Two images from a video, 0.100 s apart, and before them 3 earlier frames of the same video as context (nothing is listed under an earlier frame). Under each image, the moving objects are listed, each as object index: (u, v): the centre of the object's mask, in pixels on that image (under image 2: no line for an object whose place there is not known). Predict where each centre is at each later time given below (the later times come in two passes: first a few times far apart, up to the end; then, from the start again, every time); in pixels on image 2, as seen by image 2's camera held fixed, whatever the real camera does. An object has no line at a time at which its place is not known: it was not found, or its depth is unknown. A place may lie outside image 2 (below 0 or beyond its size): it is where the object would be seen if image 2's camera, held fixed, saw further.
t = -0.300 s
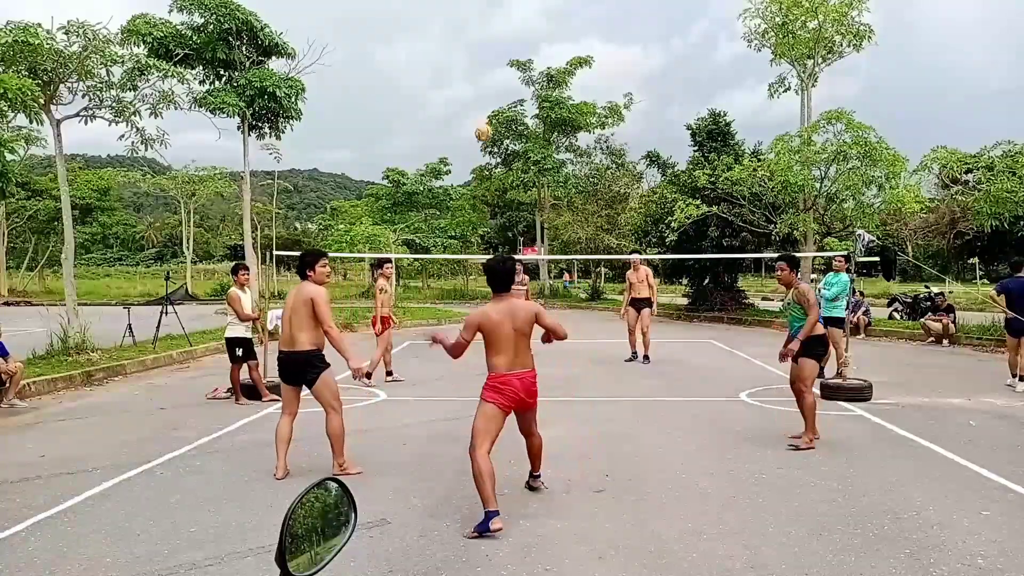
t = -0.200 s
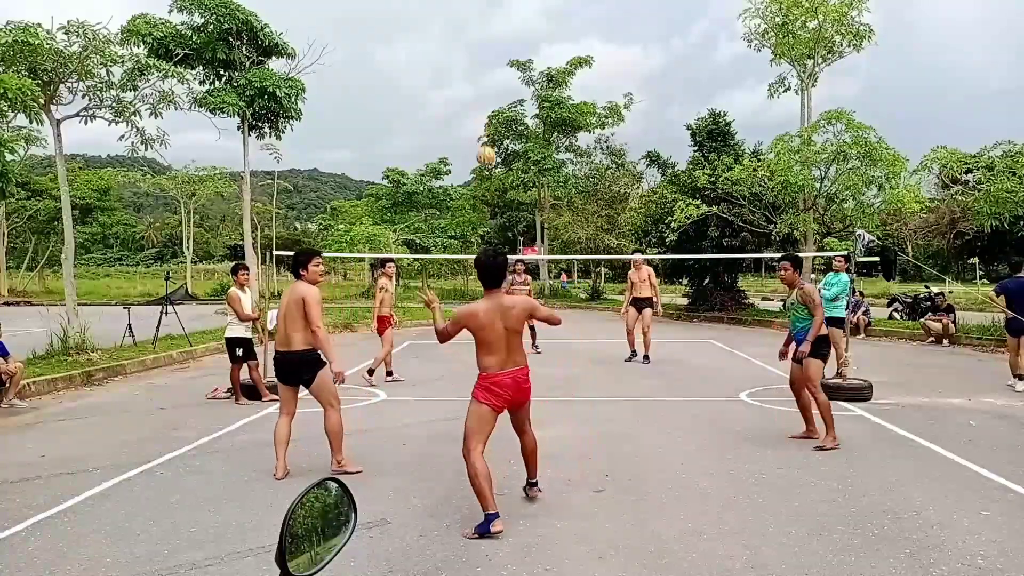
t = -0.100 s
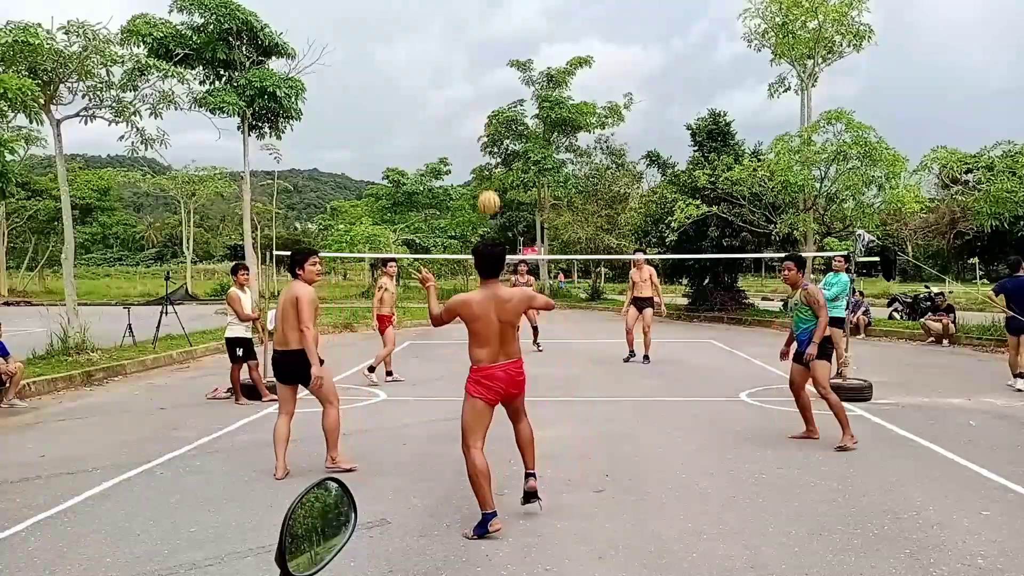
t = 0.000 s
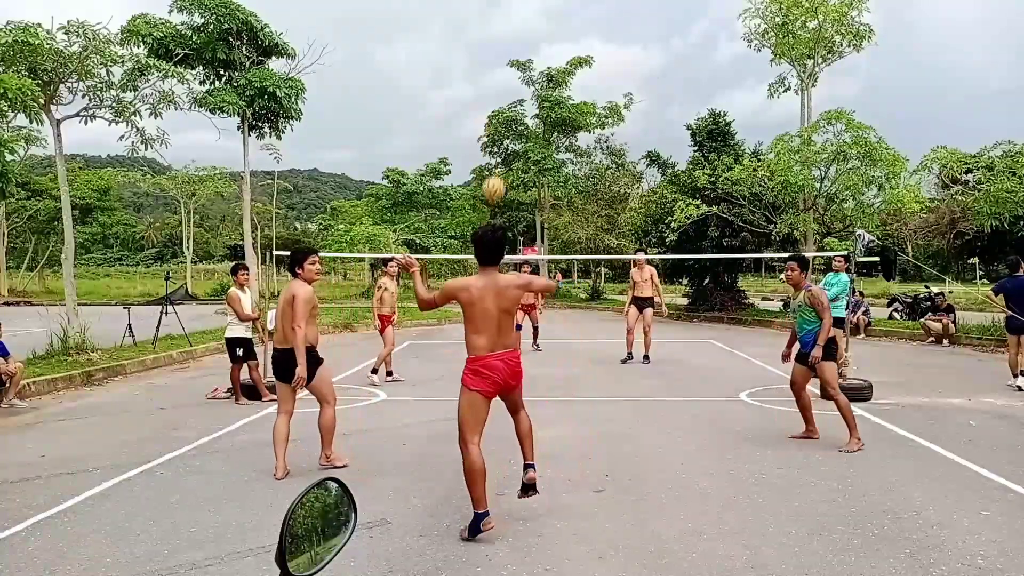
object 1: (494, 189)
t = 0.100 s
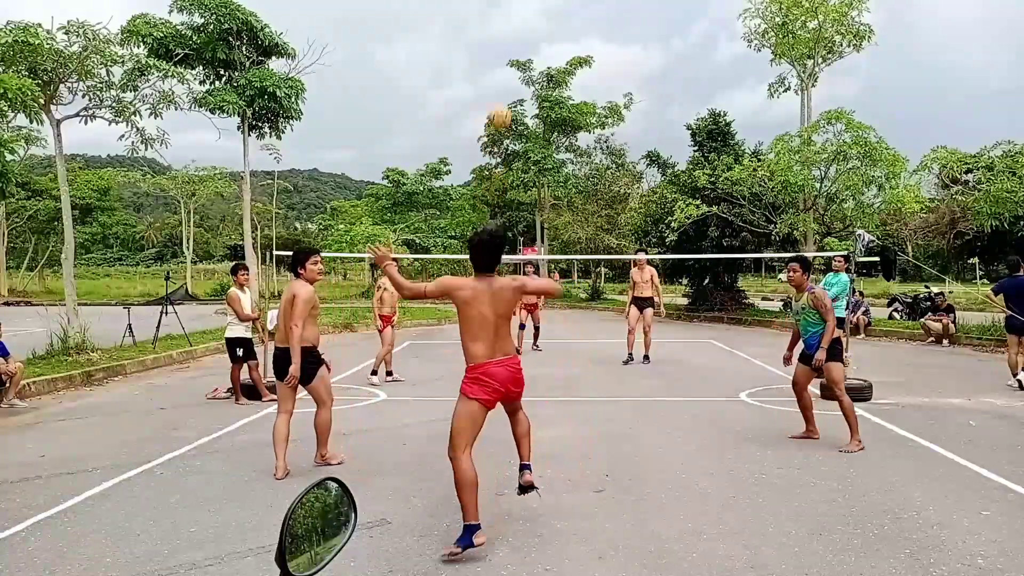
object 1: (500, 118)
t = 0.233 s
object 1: (508, 48)
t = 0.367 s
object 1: (516, 9)
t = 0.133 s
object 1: (501, 95)
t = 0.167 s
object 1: (504, 78)
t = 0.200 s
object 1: (505, 62)
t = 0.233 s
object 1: (508, 48)
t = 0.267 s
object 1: (510, 35)
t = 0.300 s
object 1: (512, 25)
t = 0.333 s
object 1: (514, 16)
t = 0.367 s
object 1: (516, 9)
